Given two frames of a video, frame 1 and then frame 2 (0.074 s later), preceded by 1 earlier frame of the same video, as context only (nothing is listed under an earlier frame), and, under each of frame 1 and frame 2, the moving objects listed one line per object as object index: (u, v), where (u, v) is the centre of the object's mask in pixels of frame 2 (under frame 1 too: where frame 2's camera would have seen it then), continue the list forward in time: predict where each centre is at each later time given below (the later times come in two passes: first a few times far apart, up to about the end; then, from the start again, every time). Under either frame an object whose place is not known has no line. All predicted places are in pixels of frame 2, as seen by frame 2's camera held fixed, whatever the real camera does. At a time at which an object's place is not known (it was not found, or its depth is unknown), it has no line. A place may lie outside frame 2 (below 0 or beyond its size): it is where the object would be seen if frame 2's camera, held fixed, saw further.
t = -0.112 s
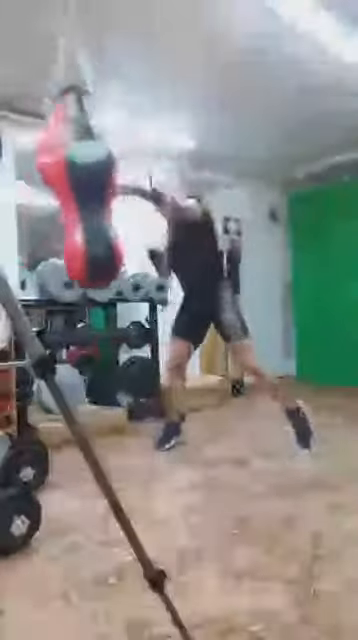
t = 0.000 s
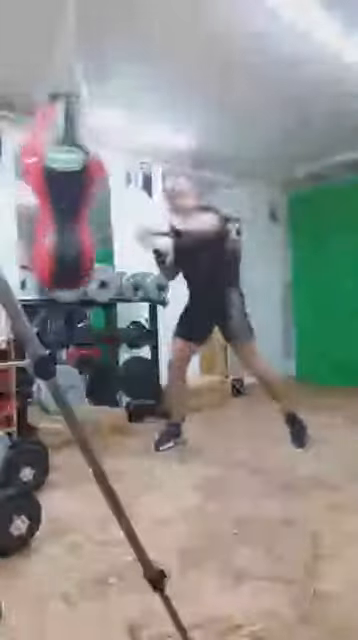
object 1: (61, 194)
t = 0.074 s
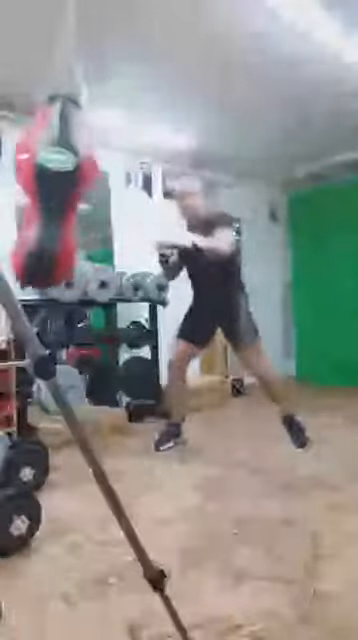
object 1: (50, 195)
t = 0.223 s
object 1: (33, 188)
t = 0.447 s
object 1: (29, 176)
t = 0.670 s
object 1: (35, 187)
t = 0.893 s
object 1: (73, 187)
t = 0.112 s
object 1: (45, 192)
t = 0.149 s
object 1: (41, 191)
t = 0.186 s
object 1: (37, 189)
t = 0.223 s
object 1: (33, 188)
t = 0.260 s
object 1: (31, 184)
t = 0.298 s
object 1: (30, 181)
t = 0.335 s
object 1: (29, 179)
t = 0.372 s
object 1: (29, 177)
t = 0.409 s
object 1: (29, 176)
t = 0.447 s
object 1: (29, 176)
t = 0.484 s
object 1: (29, 176)
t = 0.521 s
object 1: (29, 177)
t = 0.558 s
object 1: (30, 179)
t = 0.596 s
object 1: (31, 180)
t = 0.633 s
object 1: (34, 184)
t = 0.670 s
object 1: (35, 187)
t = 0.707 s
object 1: (41, 188)
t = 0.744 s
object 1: (46, 187)
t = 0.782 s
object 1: (51, 189)
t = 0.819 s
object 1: (56, 189)
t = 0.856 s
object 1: (64, 187)
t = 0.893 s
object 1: (73, 187)
